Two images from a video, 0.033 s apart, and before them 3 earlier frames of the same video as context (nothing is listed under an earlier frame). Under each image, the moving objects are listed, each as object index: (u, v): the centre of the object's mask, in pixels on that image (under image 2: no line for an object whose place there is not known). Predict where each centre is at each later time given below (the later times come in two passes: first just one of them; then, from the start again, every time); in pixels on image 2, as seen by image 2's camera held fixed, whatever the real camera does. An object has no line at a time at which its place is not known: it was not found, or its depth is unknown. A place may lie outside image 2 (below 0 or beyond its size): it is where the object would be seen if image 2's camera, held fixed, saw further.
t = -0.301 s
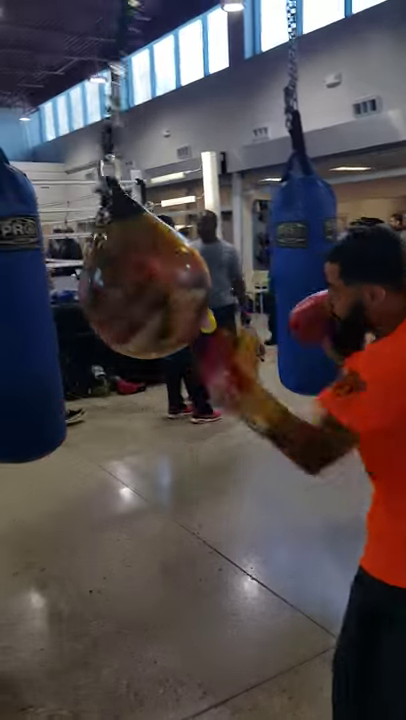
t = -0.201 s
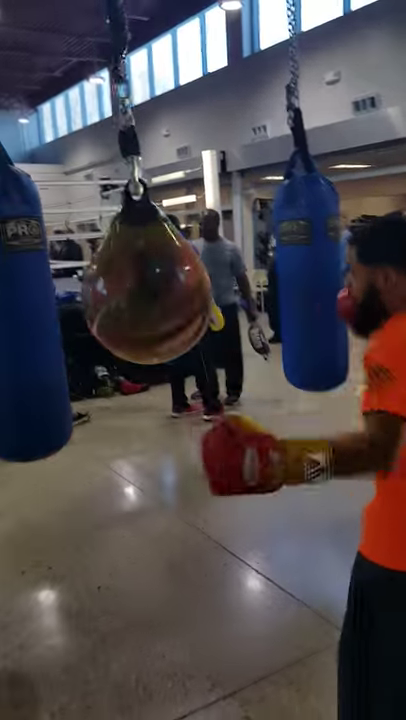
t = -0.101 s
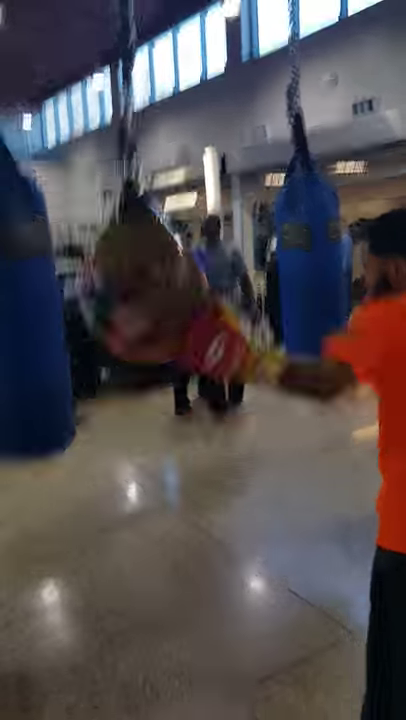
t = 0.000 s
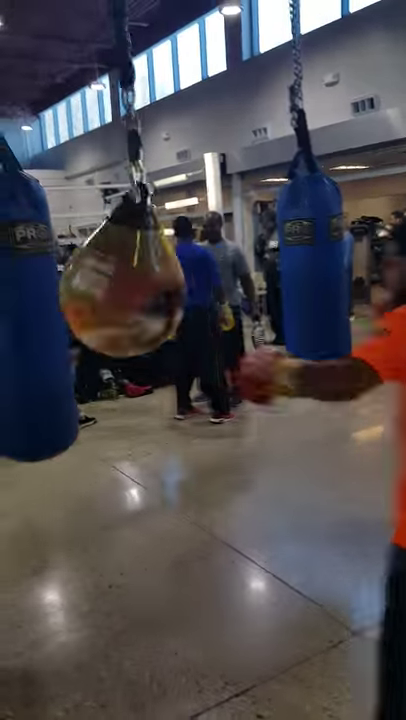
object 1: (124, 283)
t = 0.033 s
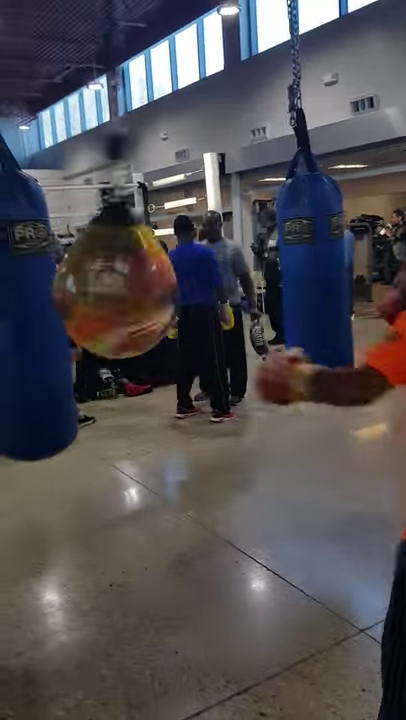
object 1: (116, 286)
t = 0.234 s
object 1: (73, 279)
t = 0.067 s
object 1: (108, 285)
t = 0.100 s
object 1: (101, 281)
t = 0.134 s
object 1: (93, 278)
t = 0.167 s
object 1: (86, 278)
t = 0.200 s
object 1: (79, 282)
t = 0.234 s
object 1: (73, 279)
